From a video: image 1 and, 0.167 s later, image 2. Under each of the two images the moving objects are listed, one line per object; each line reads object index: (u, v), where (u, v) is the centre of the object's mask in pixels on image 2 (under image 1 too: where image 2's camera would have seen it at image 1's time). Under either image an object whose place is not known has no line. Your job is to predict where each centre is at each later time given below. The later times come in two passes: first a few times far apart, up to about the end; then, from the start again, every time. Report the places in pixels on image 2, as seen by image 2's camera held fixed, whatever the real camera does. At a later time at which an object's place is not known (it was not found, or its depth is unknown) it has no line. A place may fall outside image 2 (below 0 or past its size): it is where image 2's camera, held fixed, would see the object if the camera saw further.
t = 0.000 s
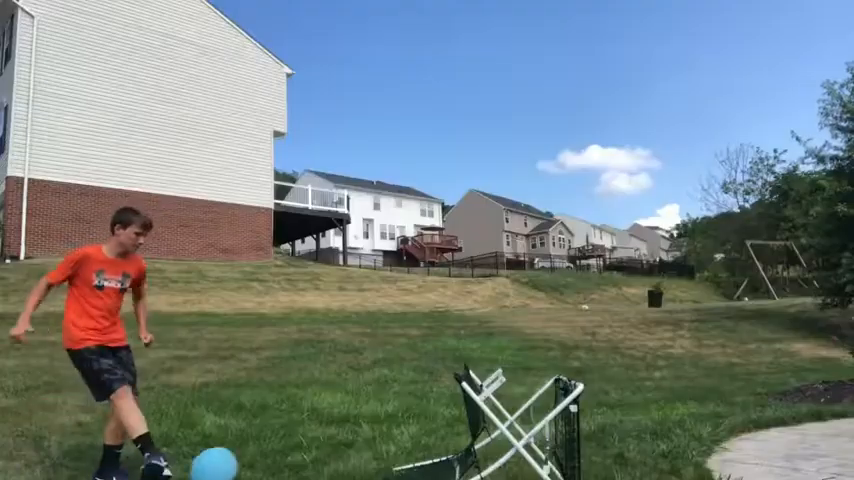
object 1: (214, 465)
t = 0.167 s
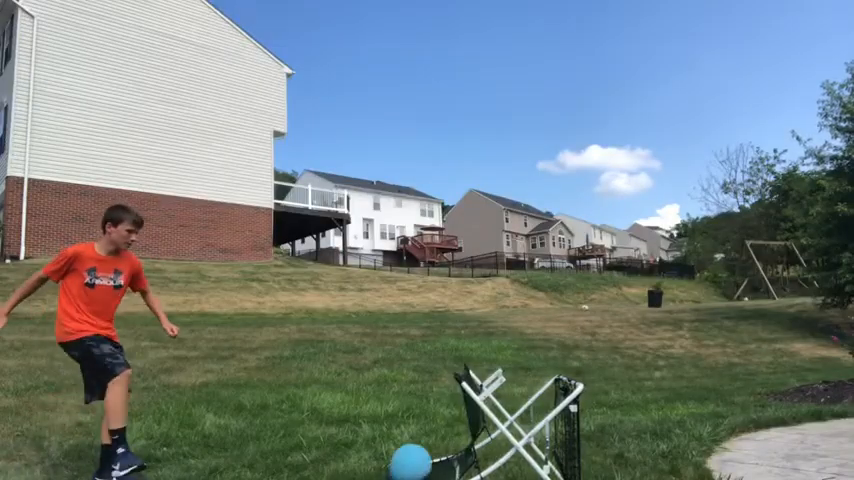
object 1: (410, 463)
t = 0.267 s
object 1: (464, 423)
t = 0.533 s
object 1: (382, 347)
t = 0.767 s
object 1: (299, 388)
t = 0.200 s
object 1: (439, 460)
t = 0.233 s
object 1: (453, 445)
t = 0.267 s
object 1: (464, 423)
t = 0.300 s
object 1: (460, 404)
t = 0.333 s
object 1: (452, 385)
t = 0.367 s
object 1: (444, 373)
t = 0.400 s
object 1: (432, 365)
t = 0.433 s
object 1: (419, 358)
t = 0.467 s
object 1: (406, 352)
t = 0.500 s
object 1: (394, 349)
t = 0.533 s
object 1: (382, 347)
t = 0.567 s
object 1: (371, 348)
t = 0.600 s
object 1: (359, 350)
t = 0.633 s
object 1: (347, 355)
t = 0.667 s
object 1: (334, 361)
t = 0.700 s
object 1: (323, 368)
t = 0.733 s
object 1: (311, 377)
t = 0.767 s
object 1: (299, 388)
